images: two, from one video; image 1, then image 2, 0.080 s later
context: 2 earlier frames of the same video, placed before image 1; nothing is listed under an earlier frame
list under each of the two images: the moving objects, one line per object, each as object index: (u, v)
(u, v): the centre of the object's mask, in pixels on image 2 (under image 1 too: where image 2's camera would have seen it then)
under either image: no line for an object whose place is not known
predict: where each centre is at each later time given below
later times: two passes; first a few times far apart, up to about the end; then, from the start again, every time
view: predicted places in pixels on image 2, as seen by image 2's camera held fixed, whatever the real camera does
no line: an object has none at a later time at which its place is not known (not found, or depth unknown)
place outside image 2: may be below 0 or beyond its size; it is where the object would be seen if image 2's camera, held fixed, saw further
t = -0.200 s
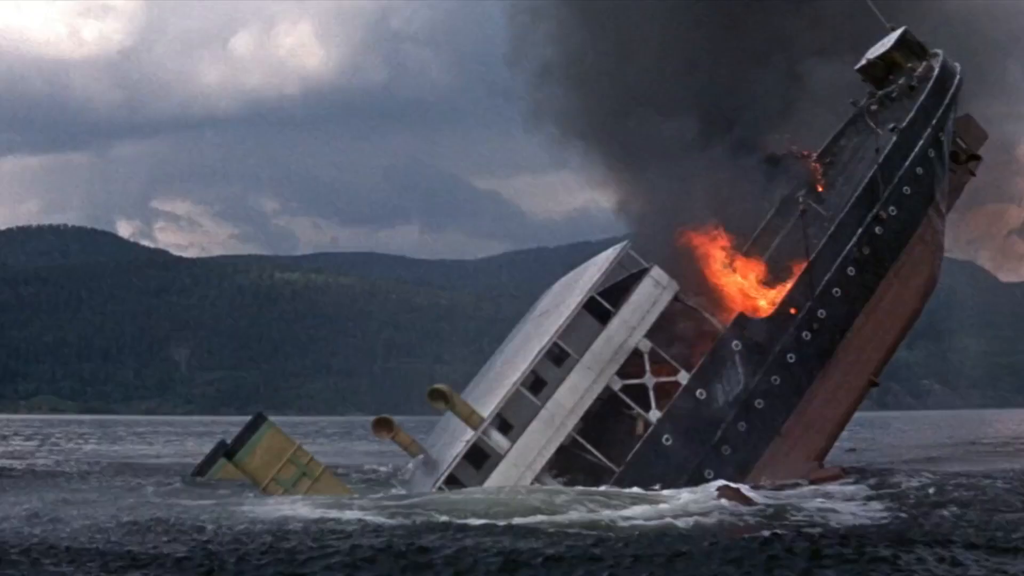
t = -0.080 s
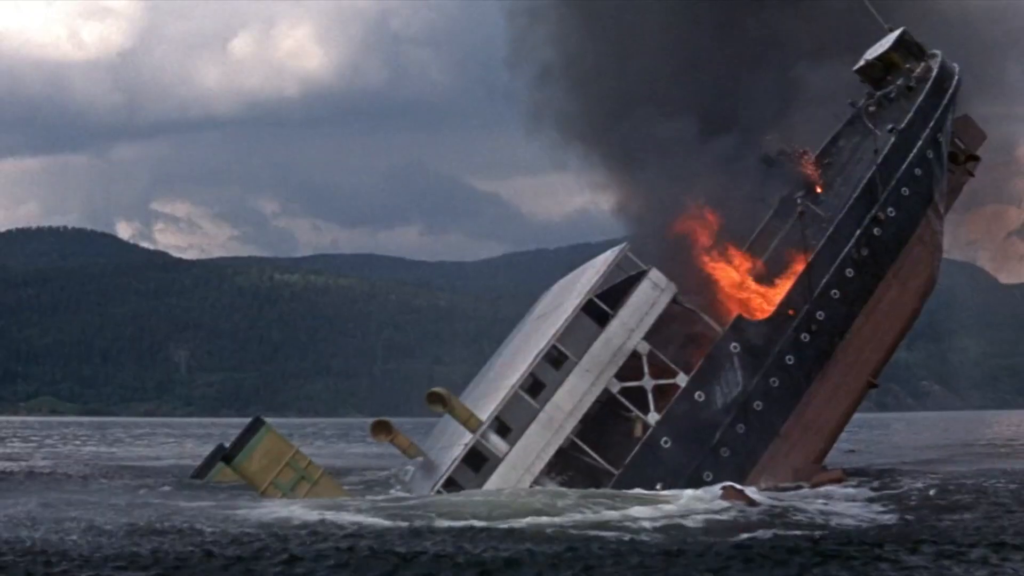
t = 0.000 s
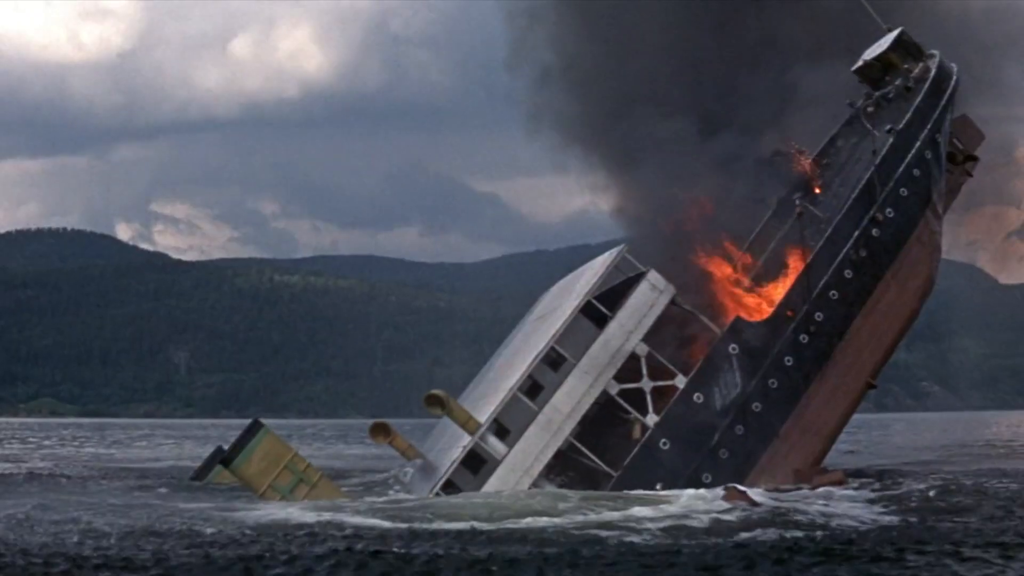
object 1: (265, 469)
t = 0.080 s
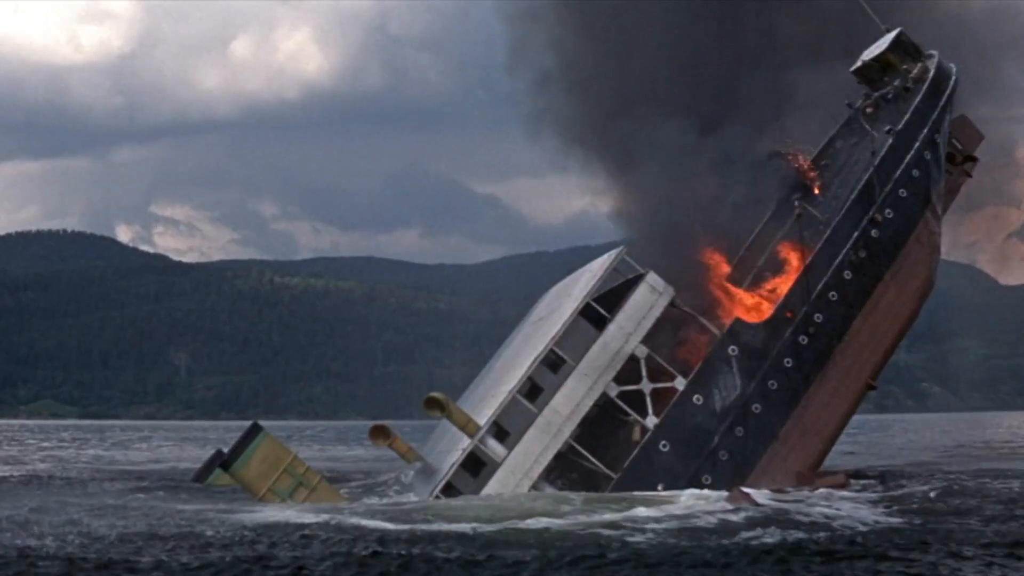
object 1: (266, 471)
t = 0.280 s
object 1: (267, 472)
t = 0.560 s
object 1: (257, 476)
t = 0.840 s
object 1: (254, 477)
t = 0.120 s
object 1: (265, 471)
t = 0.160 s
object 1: (265, 472)
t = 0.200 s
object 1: (266, 472)
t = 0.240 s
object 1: (266, 472)
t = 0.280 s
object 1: (267, 472)
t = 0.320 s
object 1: (267, 472)
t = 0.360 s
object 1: (267, 472)
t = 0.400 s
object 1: (260, 474)
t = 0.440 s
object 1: (257, 475)
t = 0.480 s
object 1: (257, 476)
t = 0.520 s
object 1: (257, 476)
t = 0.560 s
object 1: (257, 476)
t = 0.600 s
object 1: (257, 476)
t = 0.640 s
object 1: (256, 476)
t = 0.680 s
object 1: (257, 477)
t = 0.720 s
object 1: (255, 477)
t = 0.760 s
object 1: (255, 477)
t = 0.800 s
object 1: (254, 477)
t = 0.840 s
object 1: (254, 477)
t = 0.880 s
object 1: (253, 477)
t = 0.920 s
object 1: (252, 477)
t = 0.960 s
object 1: (252, 476)
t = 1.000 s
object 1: (251, 476)
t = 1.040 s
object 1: (251, 476)
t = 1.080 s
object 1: (250, 476)
